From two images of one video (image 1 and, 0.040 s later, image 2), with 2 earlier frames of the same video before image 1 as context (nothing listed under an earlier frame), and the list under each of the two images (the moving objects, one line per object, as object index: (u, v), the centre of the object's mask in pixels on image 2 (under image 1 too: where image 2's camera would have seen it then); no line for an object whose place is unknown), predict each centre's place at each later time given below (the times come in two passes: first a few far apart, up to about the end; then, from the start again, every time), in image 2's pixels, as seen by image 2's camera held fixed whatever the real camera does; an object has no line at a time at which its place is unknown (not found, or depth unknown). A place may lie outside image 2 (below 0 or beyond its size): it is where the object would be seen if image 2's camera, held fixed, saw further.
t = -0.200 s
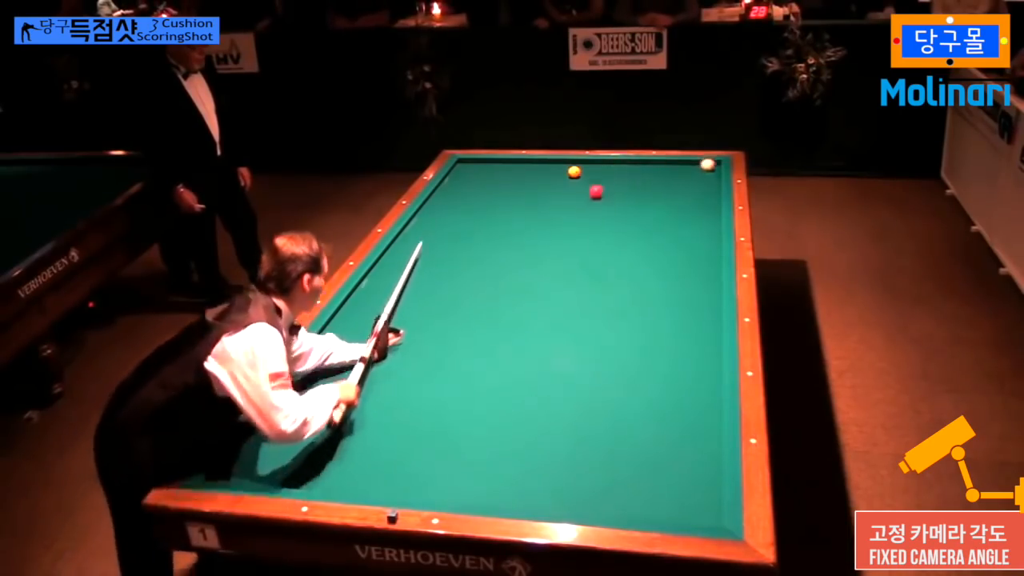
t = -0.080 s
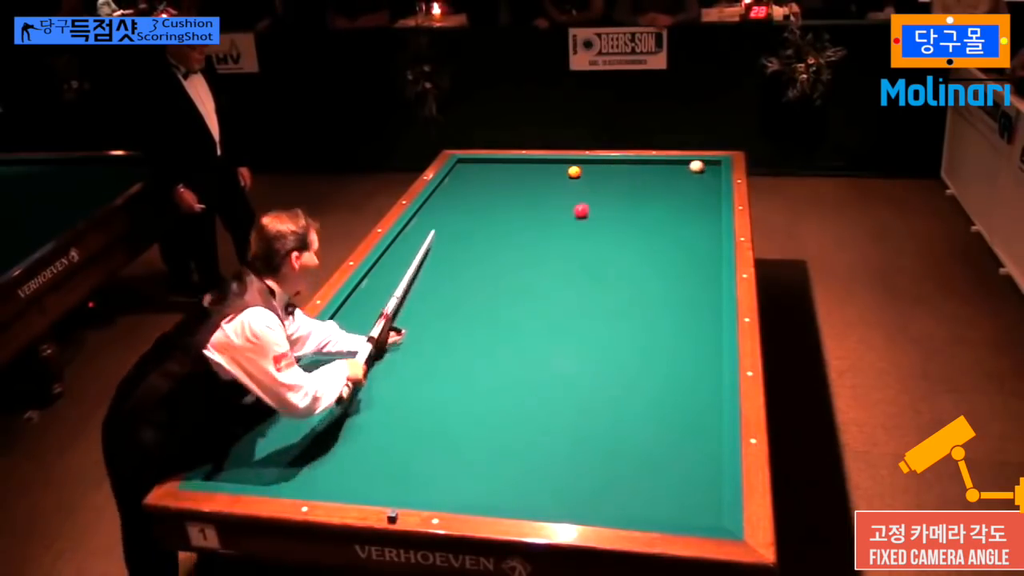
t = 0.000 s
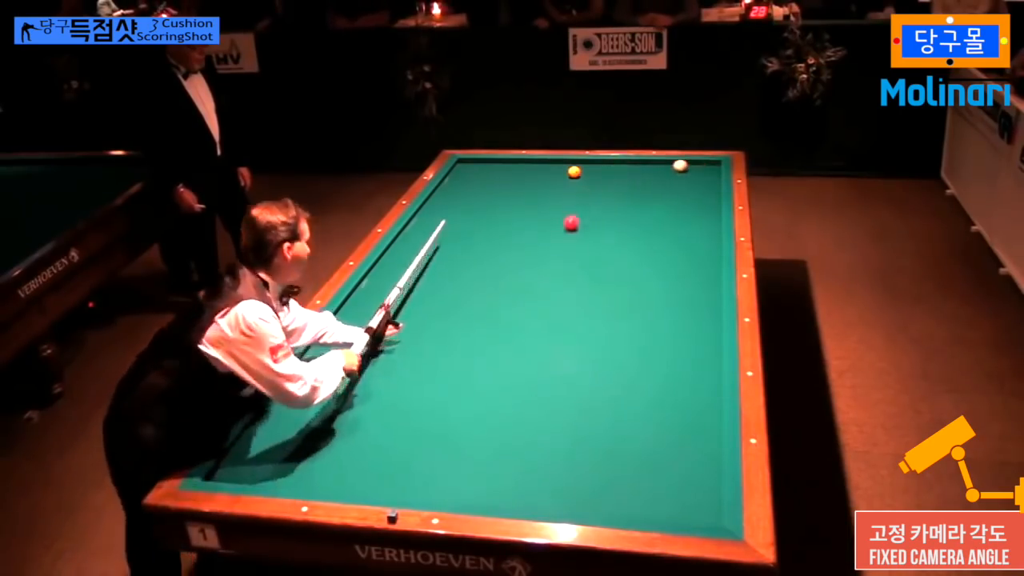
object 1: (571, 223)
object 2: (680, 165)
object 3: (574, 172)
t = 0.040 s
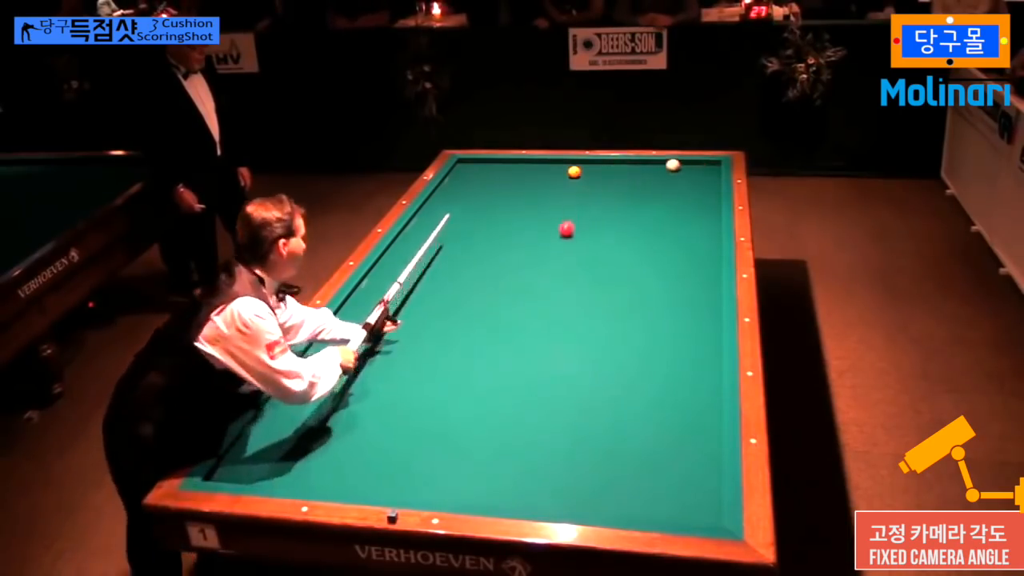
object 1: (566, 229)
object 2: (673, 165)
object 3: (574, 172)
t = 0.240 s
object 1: (540, 262)
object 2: (641, 162)
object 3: (574, 172)
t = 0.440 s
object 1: (510, 300)
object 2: (613, 164)
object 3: (574, 172)
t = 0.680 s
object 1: (467, 355)
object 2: (581, 166)
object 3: (573, 173)
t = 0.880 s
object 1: (422, 410)
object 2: (554, 168)
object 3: (573, 173)
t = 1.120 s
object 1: (360, 485)
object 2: (524, 169)
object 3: (571, 175)
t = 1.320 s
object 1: (387, 434)
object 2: (499, 169)
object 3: (570, 177)
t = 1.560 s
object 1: (407, 391)
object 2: (470, 170)
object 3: (568, 179)
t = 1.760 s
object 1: (421, 361)
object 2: (458, 171)
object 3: (568, 180)
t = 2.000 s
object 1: (436, 330)
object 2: (470, 174)
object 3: (566, 182)
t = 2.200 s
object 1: (446, 307)
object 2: (480, 177)
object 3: (565, 184)
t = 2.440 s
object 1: (458, 282)
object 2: (492, 179)
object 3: (565, 185)
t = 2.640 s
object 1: (466, 264)
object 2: (502, 182)
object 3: (564, 186)
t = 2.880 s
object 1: (475, 244)
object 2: (514, 185)
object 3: (564, 187)
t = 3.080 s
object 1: (482, 228)
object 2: (524, 187)
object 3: (563, 187)
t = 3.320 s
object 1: (490, 212)
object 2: (535, 190)
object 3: (563, 188)
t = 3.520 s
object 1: (496, 199)
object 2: (544, 193)
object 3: (563, 188)
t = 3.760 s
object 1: (502, 186)
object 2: (555, 196)
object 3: (564, 188)
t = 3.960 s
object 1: (508, 175)
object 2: (565, 199)
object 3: (562, 188)
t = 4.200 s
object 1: (513, 163)
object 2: (576, 201)
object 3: (563, 189)
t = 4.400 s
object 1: (511, 165)
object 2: (584, 203)
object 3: (562, 189)
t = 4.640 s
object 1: (506, 171)
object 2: (594, 206)
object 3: (562, 189)
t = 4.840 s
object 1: (502, 176)
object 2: (603, 208)
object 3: (562, 189)
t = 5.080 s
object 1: (497, 182)
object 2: (613, 210)
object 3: (562, 189)
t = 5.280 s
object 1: (493, 188)
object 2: (621, 212)
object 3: (562, 189)
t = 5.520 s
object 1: (488, 195)
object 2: (630, 214)
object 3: (562, 189)
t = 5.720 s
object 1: (483, 200)
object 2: (638, 216)
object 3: (562, 189)
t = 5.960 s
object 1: (478, 207)
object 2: (646, 218)
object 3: (562, 189)
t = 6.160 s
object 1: (474, 212)
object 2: (653, 220)
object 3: (562, 189)
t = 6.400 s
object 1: (468, 219)
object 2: (661, 222)
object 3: (562, 189)
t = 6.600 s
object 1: (464, 225)
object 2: (667, 224)
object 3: (562, 189)
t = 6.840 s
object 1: (459, 231)
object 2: (674, 225)
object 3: (562, 189)
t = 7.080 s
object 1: (454, 238)
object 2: (680, 227)
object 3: (562, 189)
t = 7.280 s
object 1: (450, 244)
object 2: (685, 228)
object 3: (562, 189)
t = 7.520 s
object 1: (445, 250)
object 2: (691, 229)
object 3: (562, 189)
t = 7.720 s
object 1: (441, 255)
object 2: (695, 230)
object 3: (562, 189)
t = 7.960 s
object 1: (436, 262)
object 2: (701, 231)
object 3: (562, 189)
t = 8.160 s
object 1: (432, 266)
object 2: (704, 232)
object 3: (562, 189)
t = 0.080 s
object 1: (561, 235)
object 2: (666, 164)
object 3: (574, 172)
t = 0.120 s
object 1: (556, 242)
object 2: (659, 163)
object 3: (574, 172)
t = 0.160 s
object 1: (551, 248)
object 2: (653, 162)
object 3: (574, 172)
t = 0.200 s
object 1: (546, 255)
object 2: (647, 161)
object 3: (574, 172)
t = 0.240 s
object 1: (540, 262)
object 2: (641, 162)
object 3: (574, 172)
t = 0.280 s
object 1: (535, 269)
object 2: (635, 162)
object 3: (574, 172)
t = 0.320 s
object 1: (529, 276)
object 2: (629, 163)
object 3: (574, 172)
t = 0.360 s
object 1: (523, 284)
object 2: (624, 164)
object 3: (574, 172)
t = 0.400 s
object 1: (516, 292)
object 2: (618, 164)
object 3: (574, 172)
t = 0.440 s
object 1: (510, 300)
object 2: (613, 164)
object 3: (574, 172)
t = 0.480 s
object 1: (503, 308)
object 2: (607, 165)
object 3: (574, 172)
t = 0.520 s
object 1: (497, 317)
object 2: (602, 166)
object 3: (574, 172)
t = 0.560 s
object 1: (490, 326)
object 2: (596, 166)
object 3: (574, 172)
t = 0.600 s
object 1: (482, 336)
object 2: (590, 167)
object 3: (574, 172)
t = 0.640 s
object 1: (474, 345)
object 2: (585, 167)
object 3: (574, 172)
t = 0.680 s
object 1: (467, 355)
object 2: (581, 166)
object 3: (573, 173)
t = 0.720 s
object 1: (459, 365)
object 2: (574, 165)
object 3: (573, 175)
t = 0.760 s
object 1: (450, 376)
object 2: (568, 166)
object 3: (575, 174)
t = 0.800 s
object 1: (441, 387)
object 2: (563, 167)
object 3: (574, 173)
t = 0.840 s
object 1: (432, 398)
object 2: (558, 168)
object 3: (573, 173)
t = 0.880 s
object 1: (422, 410)
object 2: (554, 168)
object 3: (573, 173)
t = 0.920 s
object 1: (412, 423)
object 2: (549, 168)
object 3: (573, 174)
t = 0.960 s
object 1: (402, 437)
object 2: (543, 168)
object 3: (572, 174)
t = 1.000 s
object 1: (391, 450)
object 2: (538, 168)
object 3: (572, 175)
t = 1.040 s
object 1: (380, 464)
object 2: (533, 168)
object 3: (572, 175)
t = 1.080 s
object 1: (368, 479)
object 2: (528, 169)
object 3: (572, 175)
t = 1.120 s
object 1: (360, 485)
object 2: (524, 169)
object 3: (571, 175)
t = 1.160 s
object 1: (365, 477)
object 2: (518, 169)
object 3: (571, 175)
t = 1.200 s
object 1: (372, 465)
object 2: (513, 169)
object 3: (570, 176)
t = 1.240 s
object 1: (377, 454)
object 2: (509, 169)
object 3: (570, 177)
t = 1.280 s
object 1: (383, 443)
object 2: (504, 169)
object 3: (570, 177)
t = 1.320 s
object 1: (387, 434)
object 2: (499, 169)
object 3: (570, 177)
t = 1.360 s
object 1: (391, 426)
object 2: (494, 169)
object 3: (570, 178)
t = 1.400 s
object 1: (395, 418)
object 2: (489, 169)
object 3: (570, 178)
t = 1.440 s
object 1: (398, 411)
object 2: (484, 170)
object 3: (569, 178)
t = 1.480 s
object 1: (401, 404)
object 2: (480, 170)
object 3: (569, 179)
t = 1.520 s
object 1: (404, 398)
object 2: (475, 170)
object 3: (569, 179)
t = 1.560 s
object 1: (407, 391)
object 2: (470, 170)
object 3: (568, 179)
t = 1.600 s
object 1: (410, 385)
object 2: (466, 170)
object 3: (568, 179)
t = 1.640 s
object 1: (413, 378)
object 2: (461, 170)
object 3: (568, 180)
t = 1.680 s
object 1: (416, 373)
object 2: (457, 170)
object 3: (568, 180)
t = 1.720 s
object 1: (419, 367)
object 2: (455, 171)
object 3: (568, 180)
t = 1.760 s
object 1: (421, 361)
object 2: (458, 171)
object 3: (568, 180)
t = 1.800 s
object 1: (424, 356)
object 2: (460, 171)
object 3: (568, 180)
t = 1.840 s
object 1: (426, 350)
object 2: (462, 172)
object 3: (567, 181)
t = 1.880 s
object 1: (429, 345)
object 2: (464, 173)
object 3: (567, 182)
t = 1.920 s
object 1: (431, 340)
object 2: (466, 173)
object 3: (567, 182)
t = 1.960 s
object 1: (433, 335)
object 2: (468, 174)
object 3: (566, 182)
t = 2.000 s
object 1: (436, 330)
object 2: (470, 174)
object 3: (566, 182)
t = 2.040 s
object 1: (438, 325)
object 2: (473, 175)
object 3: (566, 183)
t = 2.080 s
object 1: (440, 320)
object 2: (474, 175)
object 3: (566, 183)
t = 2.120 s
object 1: (442, 316)
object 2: (477, 175)
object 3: (566, 183)
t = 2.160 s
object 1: (444, 311)
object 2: (478, 176)
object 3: (565, 183)
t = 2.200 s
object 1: (446, 307)
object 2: (480, 177)
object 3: (565, 184)
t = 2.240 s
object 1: (448, 303)
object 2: (482, 177)
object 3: (565, 184)
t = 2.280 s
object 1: (450, 298)
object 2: (484, 177)
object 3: (565, 184)
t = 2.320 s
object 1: (452, 294)
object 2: (486, 178)
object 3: (565, 184)
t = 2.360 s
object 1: (454, 290)
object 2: (488, 178)
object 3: (565, 185)
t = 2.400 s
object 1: (456, 286)
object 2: (490, 179)
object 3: (565, 185)
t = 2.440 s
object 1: (458, 282)
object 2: (492, 179)
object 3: (565, 185)
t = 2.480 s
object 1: (459, 278)
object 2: (494, 180)
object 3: (564, 185)
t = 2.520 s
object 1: (461, 274)
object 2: (496, 180)
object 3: (564, 185)
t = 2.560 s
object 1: (463, 270)
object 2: (498, 181)
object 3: (564, 185)
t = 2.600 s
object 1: (464, 267)
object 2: (500, 181)
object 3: (564, 186)
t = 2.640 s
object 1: (466, 264)
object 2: (502, 182)
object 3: (564, 186)
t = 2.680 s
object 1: (468, 260)
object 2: (504, 182)
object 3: (564, 186)
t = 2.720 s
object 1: (469, 256)
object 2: (506, 183)
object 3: (564, 186)
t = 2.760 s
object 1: (471, 253)
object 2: (508, 183)
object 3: (564, 186)
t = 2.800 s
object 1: (472, 250)
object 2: (510, 184)
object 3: (564, 186)
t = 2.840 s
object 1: (474, 247)
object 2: (512, 184)
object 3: (564, 186)
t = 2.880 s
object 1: (475, 244)
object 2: (514, 185)
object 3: (564, 187)
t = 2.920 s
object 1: (477, 240)
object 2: (516, 186)
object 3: (564, 187)
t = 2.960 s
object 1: (478, 237)
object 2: (518, 186)
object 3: (564, 187)
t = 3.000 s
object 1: (480, 234)
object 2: (520, 187)
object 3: (564, 187)
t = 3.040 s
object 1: (481, 231)
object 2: (522, 187)
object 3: (563, 187)
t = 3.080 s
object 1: (482, 228)
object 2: (524, 187)
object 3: (563, 187)
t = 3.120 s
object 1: (484, 226)
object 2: (526, 188)
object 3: (563, 187)
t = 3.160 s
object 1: (485, 223)
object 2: (528, 188)
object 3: (563, 187)
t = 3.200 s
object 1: (486, 220)
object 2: (529, 189)
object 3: (563, 188)
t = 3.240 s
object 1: (488, 217)
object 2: (531, 189)
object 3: (563, 188)
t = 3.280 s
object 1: (489, 215)
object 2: (533, 190)
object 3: (563, 188)
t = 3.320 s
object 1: (490, 212)
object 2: (535, 190)
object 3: (563, 188)
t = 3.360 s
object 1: (491, 209)
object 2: (537, 191)
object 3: (563, 188)
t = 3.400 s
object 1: (493, 207)
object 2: (539, 191)
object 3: (563, 188)
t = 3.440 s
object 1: (494, 204)
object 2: (541, 192)
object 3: (563, 188)
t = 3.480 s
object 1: (495, 202)
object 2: (542, 192)
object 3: (563, 188)
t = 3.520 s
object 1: (496, 199)
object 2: (544, 193)
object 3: (563, 188)
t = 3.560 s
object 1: (497, 197)
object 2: (546, 193)
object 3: (563, 188)
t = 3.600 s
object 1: (498, 194)
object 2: (548, 194)
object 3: (563, 188)
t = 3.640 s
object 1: (499, 193)
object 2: (550, 194)
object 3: (563, 188)
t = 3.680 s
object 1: (500, 190)
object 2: (552, 195)
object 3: (563, 188)
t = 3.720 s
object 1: (502, 188)
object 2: (553, 196)
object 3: (564, 188)
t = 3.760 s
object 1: (502, 186)
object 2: (555, 196)
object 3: (564, 188)
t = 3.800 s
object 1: (504, 183)
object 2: (557, 197)
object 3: (564, 188)
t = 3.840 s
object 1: (504, 181)
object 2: (559, 197)
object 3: (564, 188)
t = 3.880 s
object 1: (506, 179)
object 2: (561, 198)
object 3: (563, 188)
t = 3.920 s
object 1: (506, 177)
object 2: (563, 198)
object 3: (563, 187)
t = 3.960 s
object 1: (508, 175)
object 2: (565, 199)
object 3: (562, 188)
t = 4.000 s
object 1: (508, 173)
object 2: (567, 199)
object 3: (562, 188)
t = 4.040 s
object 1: (509, 171)
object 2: (569, 200)
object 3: (562, 189)
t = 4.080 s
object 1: (510, 169)
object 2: (570, 200)
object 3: (562, 189)
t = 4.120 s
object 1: (511, 167)
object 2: (572, 200)
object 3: (562, 189)
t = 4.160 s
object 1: (512, 165)
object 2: (574, 201)
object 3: (562, 189)
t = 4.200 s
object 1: (513, 163)
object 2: (576, 201)
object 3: (563, 189)
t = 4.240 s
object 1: (514, 162)
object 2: (577, 201)
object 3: (563, 189)
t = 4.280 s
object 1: (514, 161)
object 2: (579, 202)
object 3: (563, 189)
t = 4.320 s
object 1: (513, 162)
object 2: (581, 202)
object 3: (562, 189)
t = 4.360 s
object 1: (512, 163)
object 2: (583, 203)
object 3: (562, 189)
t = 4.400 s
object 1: (511, 165)
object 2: (584, 203)
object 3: (562, 189)
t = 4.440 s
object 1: (511, 165)
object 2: (586, 204)
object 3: (562, 189)
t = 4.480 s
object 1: (510, 166)
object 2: (588, 204)
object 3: (562, 189)
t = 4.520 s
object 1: (509, 168)
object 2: (589, 204)
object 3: (562, 189)
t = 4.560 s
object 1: (508, 169)
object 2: (591, 205)
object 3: (562, 189)
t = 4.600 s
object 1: (507, 169)
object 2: (593, 205)
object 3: (562, 189)
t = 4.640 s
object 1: (506, 171)
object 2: (594, 206)
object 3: (562, 189)
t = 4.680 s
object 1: (505, 171)
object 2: (596, 206)
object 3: (562, 189)
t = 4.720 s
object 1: (505, 173)
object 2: (598, 206)
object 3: (562, 189)
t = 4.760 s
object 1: (504, 174)
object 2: (600, 207)
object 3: (562, 189)
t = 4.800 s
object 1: (503, 175)
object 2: (601, 207)
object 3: (562, 189)
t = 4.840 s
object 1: (502, 176)
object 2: (603, 208)
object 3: (562, 189)
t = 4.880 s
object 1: (501, 177)
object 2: (605, 208)
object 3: (562, 189)
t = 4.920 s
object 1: (501, 178)
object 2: (606, 208)
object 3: (562, 189)
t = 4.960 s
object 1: (499, 179)
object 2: (608, 209)
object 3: (562, 189)
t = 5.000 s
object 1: (499, 180)
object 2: (610, 209)
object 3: (562, 189)
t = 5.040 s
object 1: (498, 181)
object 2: (611, 210)
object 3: (562, 189)
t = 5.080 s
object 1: (497, 182)
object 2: (613, 210)
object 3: (562, 189)
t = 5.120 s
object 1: (496, 184)
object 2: (615, 210)
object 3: (562, 189)
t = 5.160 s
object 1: (495, 185)
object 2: (616, 211)
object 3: (562, 189)
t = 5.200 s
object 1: (494, 186)
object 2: (618, 211)
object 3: (562, 189)
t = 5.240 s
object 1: (494, 187)
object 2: (620, 212)
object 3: (562, 189)
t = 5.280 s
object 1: (493, 188)
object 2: (621, 212)
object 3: (562, 189)
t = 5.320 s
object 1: (492, 189)
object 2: (623, 213)
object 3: (562, 189)
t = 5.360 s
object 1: (491, 190)
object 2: (624, 213)
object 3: (562, 189)
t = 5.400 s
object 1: (490, 191)
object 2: (626, 213)
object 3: (562, 189)
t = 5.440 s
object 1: (489, 192)
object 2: (627, 214)
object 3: (562, 189)
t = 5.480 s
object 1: (489, 193)
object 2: (629, 214)
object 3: (562, 189)
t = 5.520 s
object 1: (488, 195)
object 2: (630, 214)
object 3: (562, 189)
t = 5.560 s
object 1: (487, 196)
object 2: (632, 215)
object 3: (562, 189)
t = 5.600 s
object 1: (486, 197)
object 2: (633, 215)
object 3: (562, 189)
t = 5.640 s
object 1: (485, 198)
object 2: (635, 216)
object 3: (562, 189)
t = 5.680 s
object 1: (484, 199)
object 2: (636, 216)
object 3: (562, 189)
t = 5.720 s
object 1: (483, 200)
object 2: (638, 216)
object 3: (562, 189)
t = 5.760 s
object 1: (482, 201)
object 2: (639, 217)
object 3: (562, 189)
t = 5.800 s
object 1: (482, 203)
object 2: (641, 217)
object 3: (562, 189)
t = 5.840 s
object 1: (481, 204)
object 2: (642, 217)
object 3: (562, 189)
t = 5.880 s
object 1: (480, 205)
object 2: (643, 218)
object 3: (562, 189)
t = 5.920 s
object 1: (479, 206)
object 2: (645, 218)
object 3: (562, 189)
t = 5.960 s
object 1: (478, 207)
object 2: (646, 218)
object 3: (562, 189)
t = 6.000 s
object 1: (477, 208)
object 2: (648, 219)
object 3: (562, 189)
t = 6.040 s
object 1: (476, 209)
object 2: (649, 219)
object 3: (562, 189)
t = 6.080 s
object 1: (475, 210)
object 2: (651, 219)
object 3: (562, 189)
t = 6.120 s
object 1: (474, 212)
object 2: (652, 220)
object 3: (562, 189)
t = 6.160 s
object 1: (474, 212)
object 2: (653, 220)
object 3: (562, 189)
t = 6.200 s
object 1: (473, 214)
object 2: (655, 220)
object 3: (562, 189)
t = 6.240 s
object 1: (472, 214)
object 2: (656, 221)
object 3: (562, 189)
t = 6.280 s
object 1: (471, 216)
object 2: (657, 221)
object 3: (562, 189)
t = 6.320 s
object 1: (470, 217)
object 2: (658, 221)
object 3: (562, 189)
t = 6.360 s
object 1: (470, 218)
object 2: (660, 222)
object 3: (562, 189)
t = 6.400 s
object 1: (468, 219)
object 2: (661, 222)
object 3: (562, 189)
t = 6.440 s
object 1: (468, 220)
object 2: (662, 222)
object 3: (562, 189)
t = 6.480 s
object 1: (467, 221)
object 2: (663, 223)
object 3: (562, 189)
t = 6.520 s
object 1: (466, 223)
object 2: (665, 223)
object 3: (562, 189)
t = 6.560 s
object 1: (465, 224)
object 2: (666, 223)
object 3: (562, 189)
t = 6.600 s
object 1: (464, 225)
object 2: (667, 224)
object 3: (562, 189)
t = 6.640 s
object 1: (463, 226)
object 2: (668, 224)
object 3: (562, 189)
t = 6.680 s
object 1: (463, 227)
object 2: (669, 224)
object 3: (562, 189)
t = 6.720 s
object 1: (462, 228)
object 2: (670, 224)
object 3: (562, 189)
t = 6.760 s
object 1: (461, 229)
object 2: (672, 225)
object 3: (562, 189)
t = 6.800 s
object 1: (460, 230)
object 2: (673, 225)
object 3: (562, 189)
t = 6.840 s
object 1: (459, 231)
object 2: (674, 225)
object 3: (562, 189)
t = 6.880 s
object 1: (458, 232)
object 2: (675, 226)
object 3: (562, 189)
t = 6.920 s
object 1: (458, 233)
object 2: (676, 226)
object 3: (562, 189)
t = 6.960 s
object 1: (457, 235)
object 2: (677, 226)
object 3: (562, 189)
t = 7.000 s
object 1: (456, 236)
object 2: (678, 226)
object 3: (562, 189)
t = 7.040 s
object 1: (455, 237)
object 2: (679, 227)
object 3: (562, 189)
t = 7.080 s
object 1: (454, 238)
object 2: (680, 227)
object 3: (562, 189)
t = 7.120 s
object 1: (453, 239)
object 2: (681, 227)
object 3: (562, 189)
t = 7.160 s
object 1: (453, 240)
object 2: (682, 227)
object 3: (562, 189)
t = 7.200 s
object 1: (452, 241)
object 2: (683, 228)
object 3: (562, 189)
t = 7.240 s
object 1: (451, 242)
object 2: (684, 228)
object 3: (562, 189)
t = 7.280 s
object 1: (450, 244)
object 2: (685, 228)
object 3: (562, 189)
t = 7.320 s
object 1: (449, 244)
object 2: (687, 228)
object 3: (562, 189)
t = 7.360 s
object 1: (448, 245)
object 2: (687, 229)
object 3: (562, 189)
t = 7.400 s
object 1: (448, 247)
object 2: (689, 229)
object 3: (562, 189)
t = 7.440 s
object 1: (447, 248)
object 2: (689, 229)
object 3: (562, 189)
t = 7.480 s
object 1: (446, 249)
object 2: (690, 229)
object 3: (562, 189)
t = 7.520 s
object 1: (445, 250)
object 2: (691, 229)
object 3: (562, 189)
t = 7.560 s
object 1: (444, 251)
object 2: (692, 229)
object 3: (562, 189)
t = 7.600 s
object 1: (443, 252)
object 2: (693, 230)
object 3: (562, 189)
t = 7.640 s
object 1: (443, 253)
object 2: (694, 230)
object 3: (562, 189)
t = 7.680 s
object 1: (442, 254)
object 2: (695, 230)
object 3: (562, 189)
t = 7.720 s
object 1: (441, 255)
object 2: (695, 230)
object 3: (562, 189)
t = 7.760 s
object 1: (440, 256)
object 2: (696, 231)
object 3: (562, 189)
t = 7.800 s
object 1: (439, 257)
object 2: (697, 231)
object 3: (562, 189)
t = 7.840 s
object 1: (438, 258)
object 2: (698, 231)
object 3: (562, 189)
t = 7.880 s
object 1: (438, 259)
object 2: (699, 231)
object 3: (562, 189)
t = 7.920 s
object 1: (437, 260)
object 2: (700, 231)
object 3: (562, 189)
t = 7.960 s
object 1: (436, 262)
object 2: (701, 231)
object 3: (562, 189)
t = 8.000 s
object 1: (435, 262)
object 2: (701, 231)
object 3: (562, 189)
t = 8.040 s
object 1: (435, 264)
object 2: (702, 232)
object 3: (562, 189)
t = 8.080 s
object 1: (434, 264)
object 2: (703, 232)
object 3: (562, 189)
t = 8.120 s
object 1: (433, 266)
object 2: (703, 232)
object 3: (562, 189)
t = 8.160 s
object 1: (432, 266)
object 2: (704, 232)
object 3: (562, 189)
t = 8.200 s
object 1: (431, 268)
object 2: (705, 232)
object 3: (562, 189)
